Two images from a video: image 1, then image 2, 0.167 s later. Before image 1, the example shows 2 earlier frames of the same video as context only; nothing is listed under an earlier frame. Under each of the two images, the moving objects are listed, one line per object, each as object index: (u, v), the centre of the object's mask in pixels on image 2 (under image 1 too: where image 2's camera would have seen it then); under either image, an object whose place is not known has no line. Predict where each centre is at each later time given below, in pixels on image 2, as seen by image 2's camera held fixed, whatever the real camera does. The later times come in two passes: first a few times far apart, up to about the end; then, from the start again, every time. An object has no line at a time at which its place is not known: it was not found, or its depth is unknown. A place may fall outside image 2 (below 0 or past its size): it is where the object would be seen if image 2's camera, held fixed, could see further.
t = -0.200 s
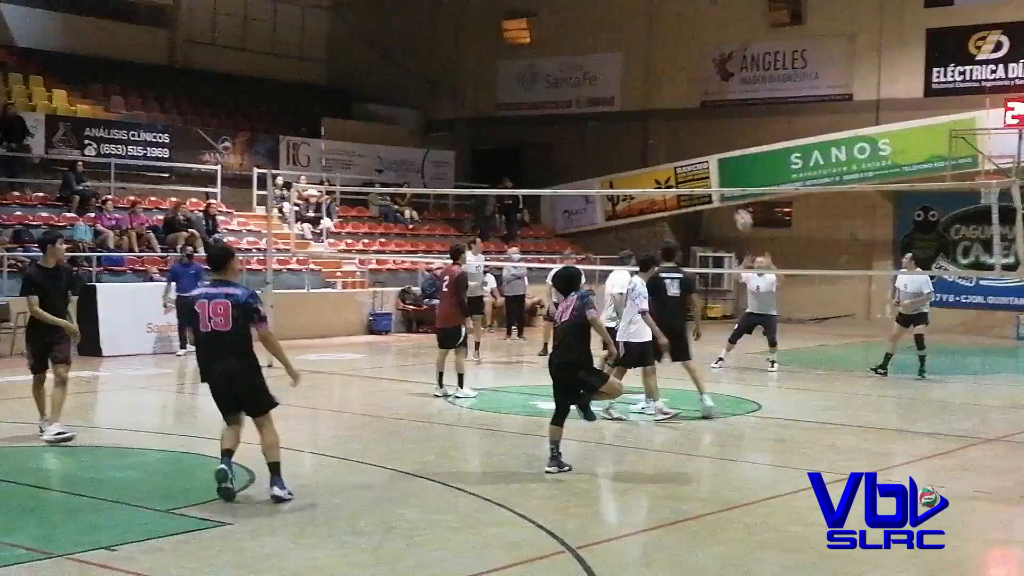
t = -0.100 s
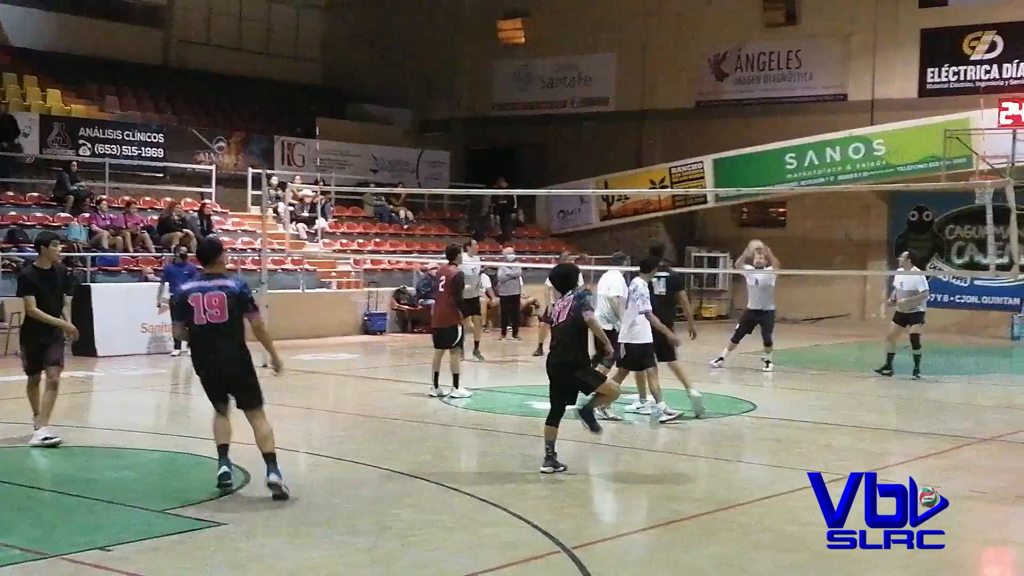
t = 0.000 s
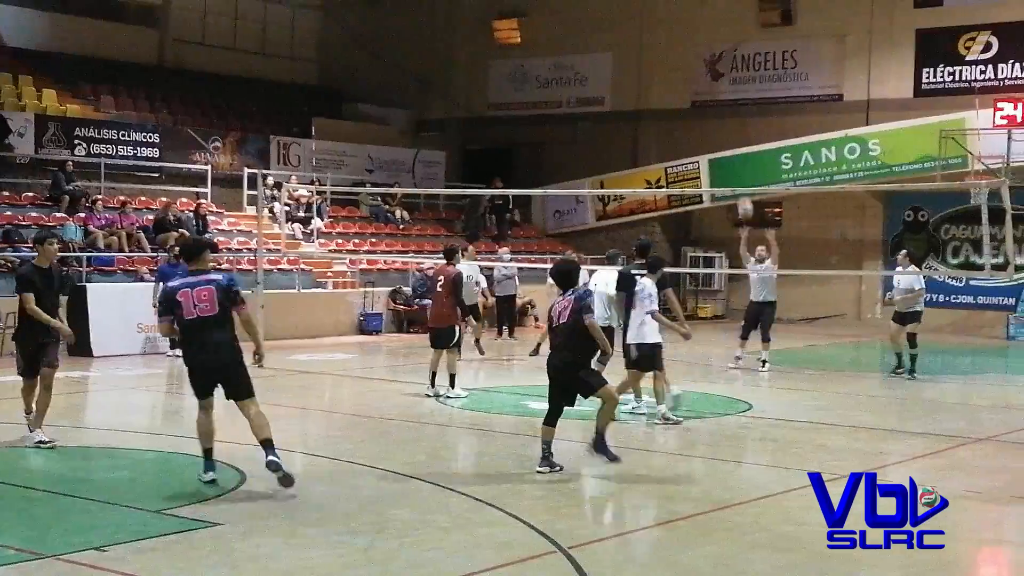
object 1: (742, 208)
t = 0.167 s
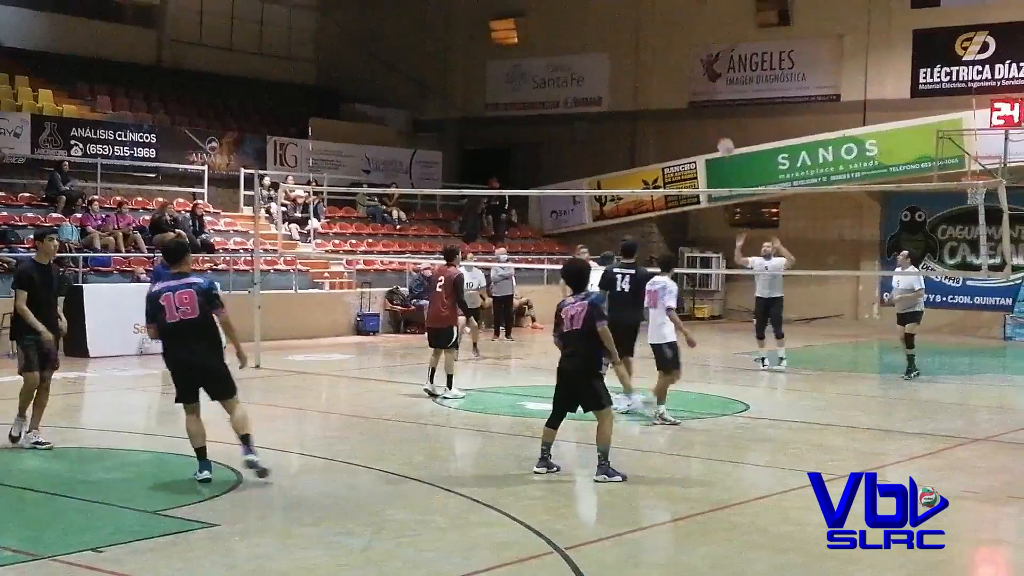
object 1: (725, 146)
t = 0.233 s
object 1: (719, 129)
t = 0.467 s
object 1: (692, 87)
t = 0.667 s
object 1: (667, 82)
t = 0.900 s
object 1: (635, 116)
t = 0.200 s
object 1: (722, 138)
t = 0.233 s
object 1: (719, 129)
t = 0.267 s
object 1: (715, 120)
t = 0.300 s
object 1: (711, 113)
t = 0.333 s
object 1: (707, 106)
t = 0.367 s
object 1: (704, 100)
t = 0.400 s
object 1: (700, 95)
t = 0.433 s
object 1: (696, 90)
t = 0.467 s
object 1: (692, 87)
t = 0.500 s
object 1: (688, 84)
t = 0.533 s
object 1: (684, 82)
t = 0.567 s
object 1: (680, 80)
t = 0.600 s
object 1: (676, 80)
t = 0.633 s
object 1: (671, 81)
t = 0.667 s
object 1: (667, 82)
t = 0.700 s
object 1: (663, 84)
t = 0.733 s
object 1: (658, 87)
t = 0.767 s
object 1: (654, 91)
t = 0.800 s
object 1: (649, 96)
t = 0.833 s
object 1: (644, 102)
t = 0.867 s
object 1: (640, 109)
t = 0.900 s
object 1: (635, 116)
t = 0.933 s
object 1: (630, 125)
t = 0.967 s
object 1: (625, 134)
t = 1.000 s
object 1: (620, 145)
